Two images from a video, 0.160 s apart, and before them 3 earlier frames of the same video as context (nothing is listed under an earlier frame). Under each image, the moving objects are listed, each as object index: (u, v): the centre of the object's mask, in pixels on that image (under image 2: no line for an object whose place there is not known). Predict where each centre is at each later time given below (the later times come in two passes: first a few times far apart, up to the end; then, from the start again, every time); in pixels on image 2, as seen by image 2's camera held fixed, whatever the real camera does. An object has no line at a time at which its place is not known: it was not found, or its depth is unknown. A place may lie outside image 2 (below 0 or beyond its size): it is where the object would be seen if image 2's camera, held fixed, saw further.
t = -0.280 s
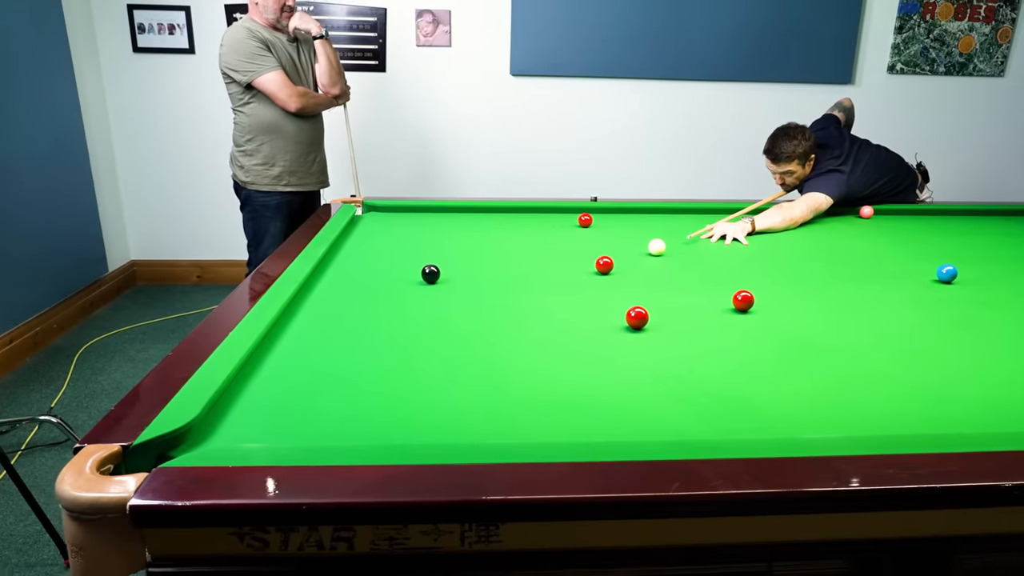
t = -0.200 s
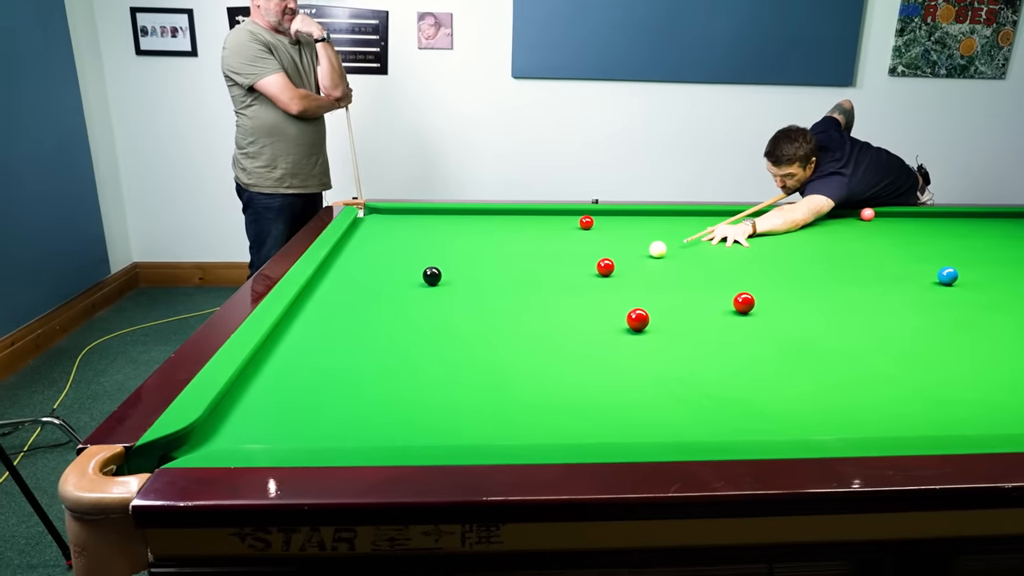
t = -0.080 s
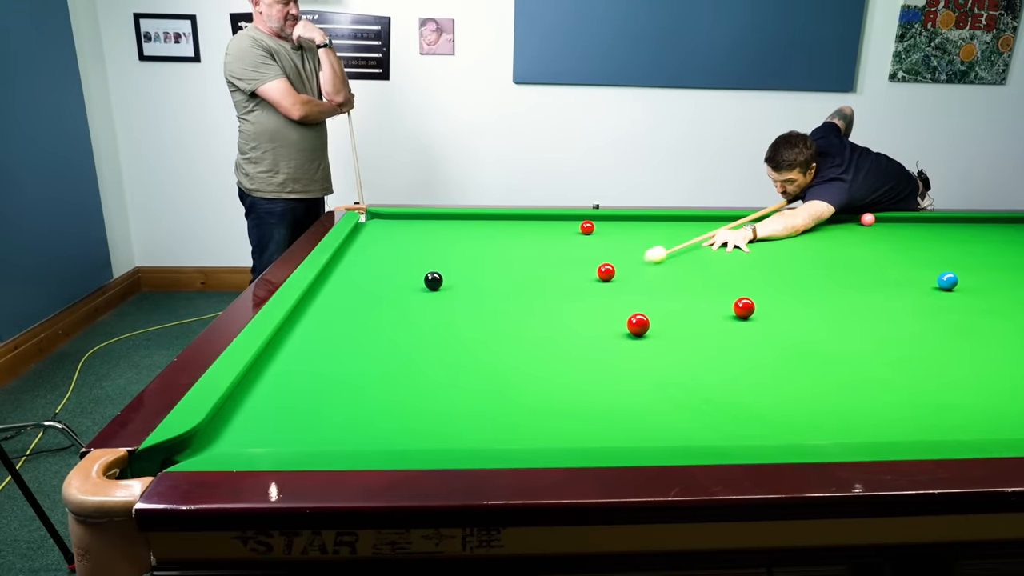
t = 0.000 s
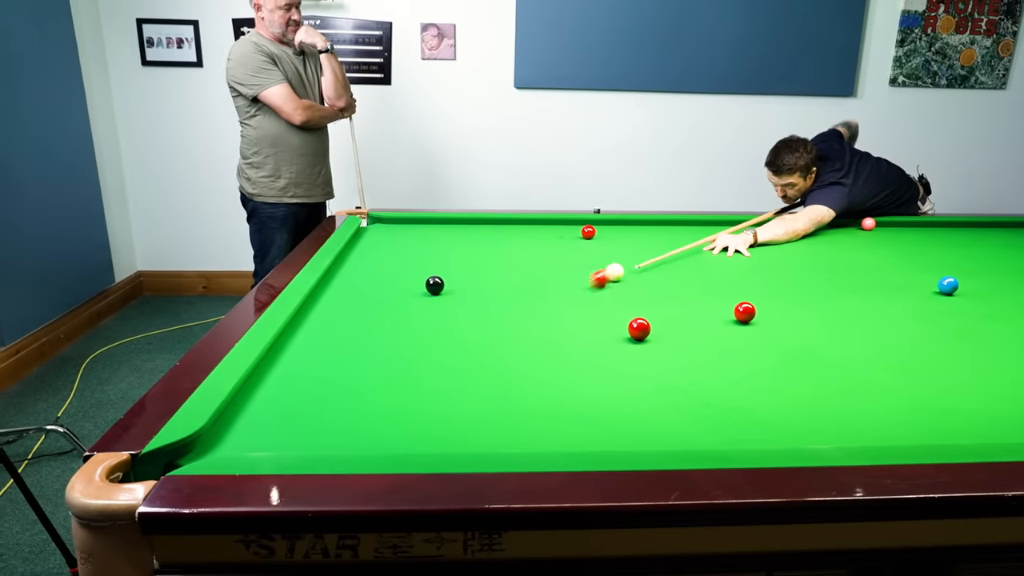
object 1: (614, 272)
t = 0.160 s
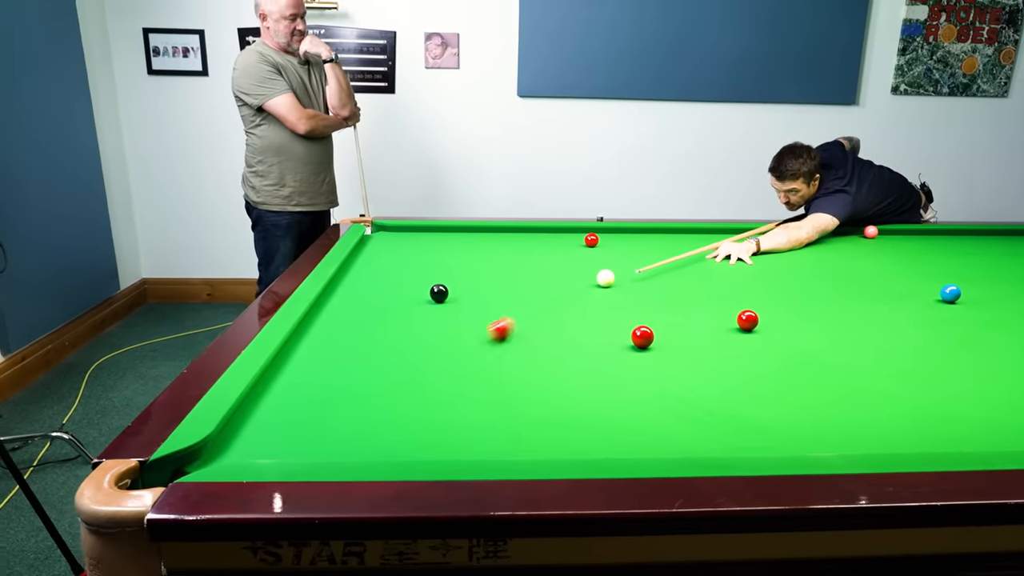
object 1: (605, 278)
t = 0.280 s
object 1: (598, 276)
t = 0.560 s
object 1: (584, 273)
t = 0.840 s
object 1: (572, 270)
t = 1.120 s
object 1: (562, 268)
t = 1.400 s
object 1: (554, 266)
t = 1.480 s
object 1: (551, 265)
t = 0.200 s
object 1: (603, 278)
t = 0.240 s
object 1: (601, 277)
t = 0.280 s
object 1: (598, 276)
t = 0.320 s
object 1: (596, 276)
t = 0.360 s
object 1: (594, 275)
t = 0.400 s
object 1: (592, 275)
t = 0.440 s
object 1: (590, 275)
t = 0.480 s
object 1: (588, 274)
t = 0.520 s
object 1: (586, 273)
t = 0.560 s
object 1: (584, 273)
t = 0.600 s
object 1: (582, 273)
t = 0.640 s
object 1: (580, 272)
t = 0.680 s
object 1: (579, 272)
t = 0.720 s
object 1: (577, 271)
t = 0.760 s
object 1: (575, 271)
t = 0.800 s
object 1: (574, 270)
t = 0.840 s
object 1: (572, 270)
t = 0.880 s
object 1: (571, 270)
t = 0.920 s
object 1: (569, 269)
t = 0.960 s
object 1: (568, 269)
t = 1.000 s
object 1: (566, 269)
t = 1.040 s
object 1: (565, 268)
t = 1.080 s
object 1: (563, 268)
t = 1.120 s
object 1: (562, 268)
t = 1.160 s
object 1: (561, 267)
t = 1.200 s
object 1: (560, 267)
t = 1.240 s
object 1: (558, 267)
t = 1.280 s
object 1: (557, 267)
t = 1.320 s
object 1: (556, 266)
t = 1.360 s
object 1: (555, 266)
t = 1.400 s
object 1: (554, 266)
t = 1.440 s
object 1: (552, 265)
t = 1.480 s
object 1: (551, 265)
